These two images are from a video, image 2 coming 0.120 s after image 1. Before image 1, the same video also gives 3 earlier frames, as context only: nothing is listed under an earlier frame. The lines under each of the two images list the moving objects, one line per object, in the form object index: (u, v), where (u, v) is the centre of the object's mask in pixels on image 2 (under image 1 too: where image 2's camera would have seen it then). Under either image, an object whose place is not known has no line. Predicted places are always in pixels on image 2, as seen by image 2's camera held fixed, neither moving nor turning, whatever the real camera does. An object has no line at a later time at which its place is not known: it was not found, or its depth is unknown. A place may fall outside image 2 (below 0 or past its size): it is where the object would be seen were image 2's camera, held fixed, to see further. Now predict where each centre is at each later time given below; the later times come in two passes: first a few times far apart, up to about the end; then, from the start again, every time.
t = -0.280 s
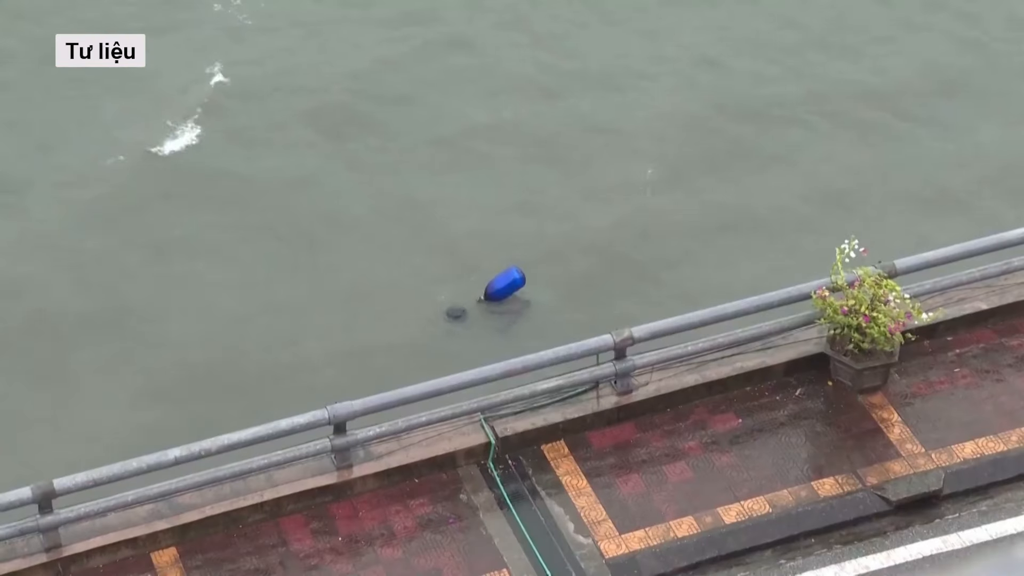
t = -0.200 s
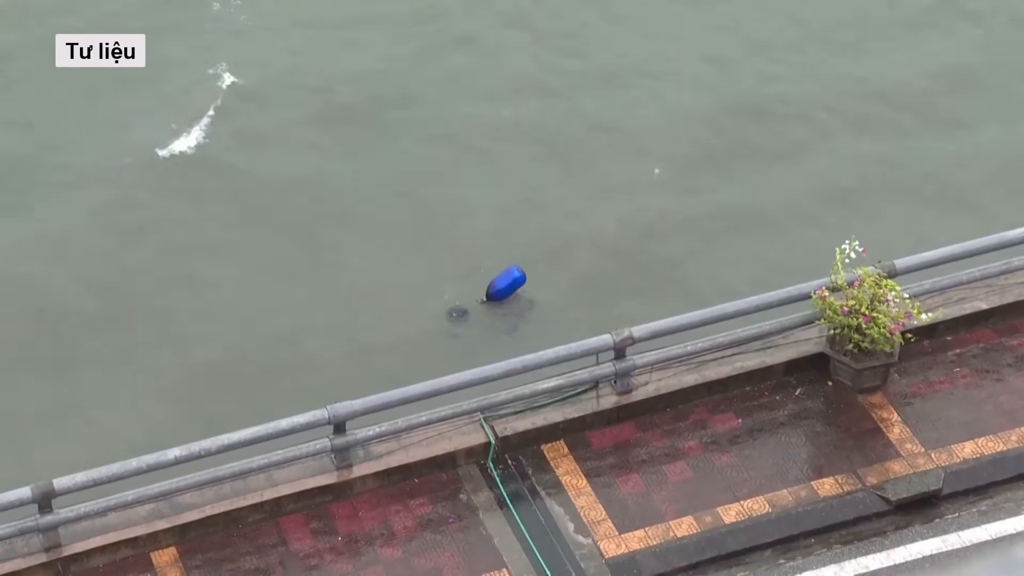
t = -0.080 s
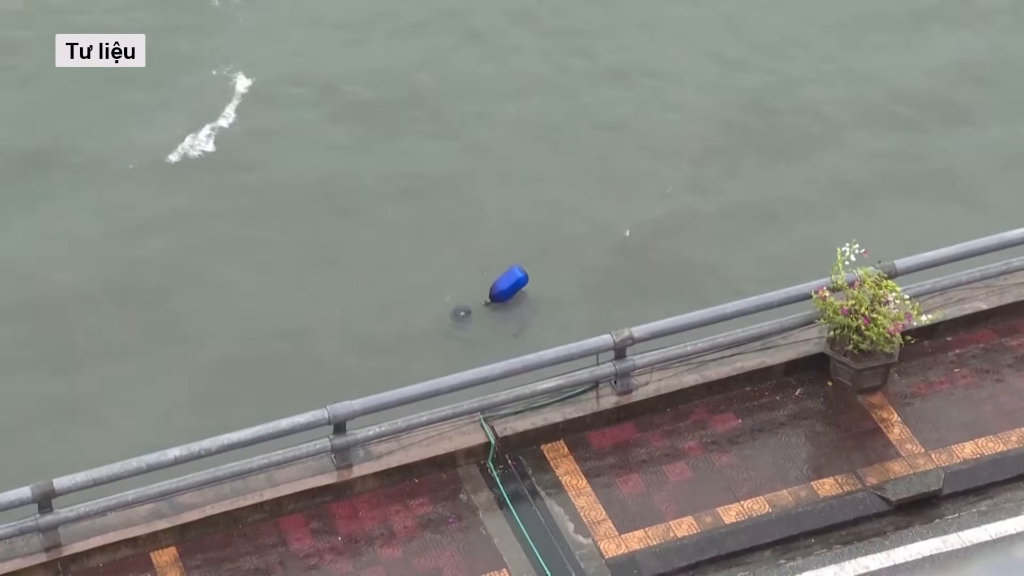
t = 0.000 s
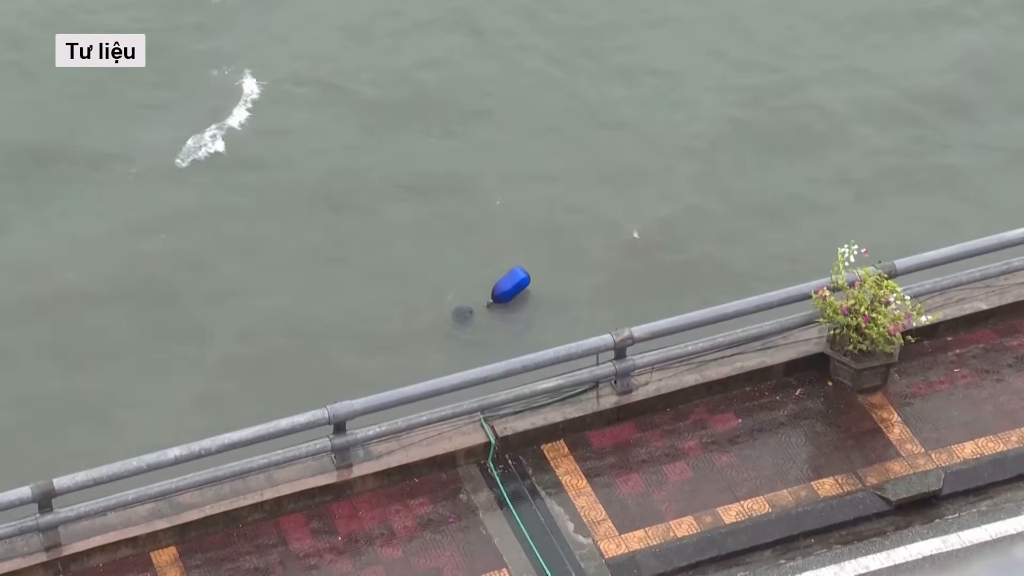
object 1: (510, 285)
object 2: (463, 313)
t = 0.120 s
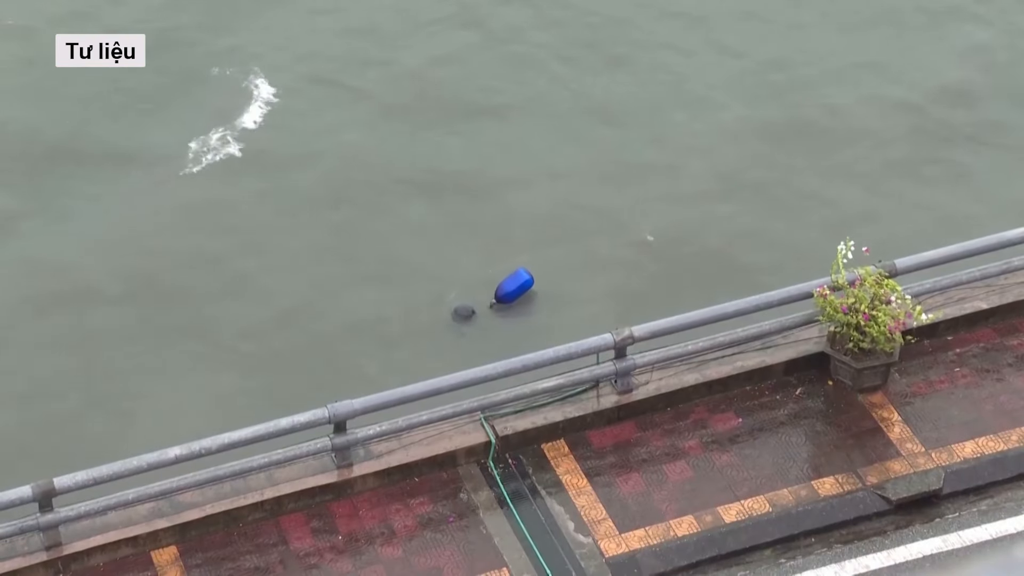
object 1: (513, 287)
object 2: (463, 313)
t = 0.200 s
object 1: (514, 288)
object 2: (463, 313)
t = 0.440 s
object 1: (515, 289)
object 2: (456, 313)
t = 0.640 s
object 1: (509, 290)
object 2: (448, 312)
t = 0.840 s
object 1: (501, 290)
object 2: (445, 310)
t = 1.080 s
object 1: (495, 282)
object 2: (447, 307)
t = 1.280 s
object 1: (491, 276)
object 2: (453, 308)
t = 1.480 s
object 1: (490, 273)
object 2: (459, 311)
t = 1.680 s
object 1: (493, 275)
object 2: (463, 313)
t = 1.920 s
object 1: (498, 278)
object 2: (462, 316)
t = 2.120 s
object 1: (503, 281)
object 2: (457, 315)
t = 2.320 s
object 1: (506, 288)
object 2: (451, 314)
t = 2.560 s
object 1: (506, 296)
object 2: (448, 312)
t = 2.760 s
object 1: (504, 296)
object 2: (446, 312)
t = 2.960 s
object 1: (503, 293)
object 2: (448, 310)
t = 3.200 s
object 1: (504, 290)
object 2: (453, 310)
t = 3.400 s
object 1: (505, 285)
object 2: (458, 314)
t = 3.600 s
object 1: (504, 281)
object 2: (457, 315)
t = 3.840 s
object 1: (505, 284)
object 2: (454, 315)
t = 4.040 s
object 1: (511, 294)
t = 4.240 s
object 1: (509, 303)
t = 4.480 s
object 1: (502, 296)
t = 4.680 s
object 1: (502, 280)
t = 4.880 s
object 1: (495, 273)
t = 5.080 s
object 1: (493, 281)
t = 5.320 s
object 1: (497, 295)
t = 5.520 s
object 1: (503, 304)
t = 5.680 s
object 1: (508, 308)
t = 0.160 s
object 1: (514, 287)
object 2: (463, 313)
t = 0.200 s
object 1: (514, 288)
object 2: (463, 313)
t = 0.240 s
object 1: (515, 288)
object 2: (463, 313)
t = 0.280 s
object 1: (515, 288)
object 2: (461, 313)
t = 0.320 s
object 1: (516, 288)
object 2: (460, 314)
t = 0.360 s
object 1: (516, 289)
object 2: (459, 314)
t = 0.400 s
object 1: (515, 289)
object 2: (457, 314)
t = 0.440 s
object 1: (515, 289)
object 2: (456, 313)
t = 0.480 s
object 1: (514, 289)
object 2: (454, 313)
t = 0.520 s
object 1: (513, 289)
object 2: (453, 313)
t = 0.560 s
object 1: (512, 290)
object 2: (451, 313)
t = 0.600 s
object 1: (511, 290)
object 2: (450, 313)
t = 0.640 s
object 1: (509, 290)
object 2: (448, 312)
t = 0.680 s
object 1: (508, 291)
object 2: (447, 312)
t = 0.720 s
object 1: (506, 291)
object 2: (446, 312)
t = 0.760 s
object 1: (504, 290)
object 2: (445, 311)
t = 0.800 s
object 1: (503, 290)
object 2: (445, 311)
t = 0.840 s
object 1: (501, 290)
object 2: (445, 310)
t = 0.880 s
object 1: (500, 289)
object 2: (445, 309)
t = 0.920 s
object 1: (499, 288)
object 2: (445, 308)
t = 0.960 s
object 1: (498, 287)
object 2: (446, 307)
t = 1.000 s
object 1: (497, 285)
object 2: (446, 307)
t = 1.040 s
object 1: (496, 284)
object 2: (447, 307)
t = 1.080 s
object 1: (495, 282)
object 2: (447, 307)
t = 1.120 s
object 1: (494, 280)
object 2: (448, 307)
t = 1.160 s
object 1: (493, 279)
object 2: (449, 307)
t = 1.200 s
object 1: (492, 278)
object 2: (450, 307)
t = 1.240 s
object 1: (491, 277)
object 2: (451, 307)
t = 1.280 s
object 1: (491, 276)
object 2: (453, 308)
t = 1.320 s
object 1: (491, 275)
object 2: (454, 309)
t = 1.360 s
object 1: (490, 274)
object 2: (455, 310)
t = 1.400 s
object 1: (490, 274)
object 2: (456, 310)
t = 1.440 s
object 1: (490, 273)
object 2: (458, 311)
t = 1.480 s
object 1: (490, 273)
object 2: (459, 311)
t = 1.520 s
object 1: (491, 274)
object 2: (460, 311)
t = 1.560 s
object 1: (491, 274)
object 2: (461, 312)
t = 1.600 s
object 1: (491, 274)
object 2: (462, 312)
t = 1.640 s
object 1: (492, 275)
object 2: (462, 313)
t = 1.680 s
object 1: (493, 275)
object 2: (463, 313)
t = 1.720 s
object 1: (493, 276)
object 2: (464, 315)
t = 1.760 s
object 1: (494, 276)
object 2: (465, 315)
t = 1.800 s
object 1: (495, 276)
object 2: (464, 315)
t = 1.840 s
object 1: (497, 277)
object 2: (464, 316)
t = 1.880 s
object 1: (497, 277)
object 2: (462, 316)
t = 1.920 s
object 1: (498, 278)
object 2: (462, 316)
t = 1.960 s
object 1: (499, 278)
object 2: (462, 316)
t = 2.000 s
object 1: (501, 279)
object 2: (462, 315)
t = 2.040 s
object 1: (501, 280)
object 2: (461, 315)
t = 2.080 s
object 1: (502, 280)
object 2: (458, 315)
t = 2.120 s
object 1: (503, 281)
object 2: (457, 315)
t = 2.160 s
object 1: (504, 282)
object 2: (455, 315)
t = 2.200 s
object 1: (505, 284)
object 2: (453, 314)
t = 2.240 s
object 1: (505, 286)
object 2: (452, 314)
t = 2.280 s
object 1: (506, 286)
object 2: (451, 313)
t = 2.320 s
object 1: (506, 288)
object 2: (451, 314)
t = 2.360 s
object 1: (506, 290)
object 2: (450, 314)
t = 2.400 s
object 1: (506, 292)
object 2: (449, 314)
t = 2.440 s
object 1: (506, 293)
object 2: (449, 313)
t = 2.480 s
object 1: (506, 294)
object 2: (448, 312)
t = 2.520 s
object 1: (507, 294)
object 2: (448, 315)
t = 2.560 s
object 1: (506, 296)
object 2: (448, 312)
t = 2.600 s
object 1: (506, 296)
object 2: (448, 312)
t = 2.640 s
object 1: (505, 296)
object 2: (447, 312)
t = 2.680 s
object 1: (505, 297)
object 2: (447, 312)
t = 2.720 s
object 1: (505, 296)
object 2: (446, 312)
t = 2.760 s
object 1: (504, 296)
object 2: (446, 312)
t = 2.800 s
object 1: (504, 296)
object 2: (447, 312)
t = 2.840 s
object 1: (503, 295)
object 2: (447, 311)
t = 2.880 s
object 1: (503, 294)
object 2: (447, 311)
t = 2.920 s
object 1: (503, 294)
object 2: (448, 311)
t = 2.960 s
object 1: (503, 293)
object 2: (448, 310)
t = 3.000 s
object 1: (502, 292)
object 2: (450, 309)
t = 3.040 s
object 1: (502, 292)
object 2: (450, 309)
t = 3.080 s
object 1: (502, 292)
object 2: (450, 309)
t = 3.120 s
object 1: (503, 291)
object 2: (451, 309)
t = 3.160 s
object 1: (503, 290)
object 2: (452, 310)
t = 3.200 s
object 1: (504, 290)
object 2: (453, 310)
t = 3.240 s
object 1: (504, 289)
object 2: (454, 311)
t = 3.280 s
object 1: (504, 288)
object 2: (455, 313)
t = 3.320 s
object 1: (504, 287)
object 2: (456, 313)
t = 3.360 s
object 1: (505, 286)
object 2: (457, 313)
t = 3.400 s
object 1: (505, 285)
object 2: (458, 314)
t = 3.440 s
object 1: (505, 284)
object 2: (458, 314)
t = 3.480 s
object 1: (505, 283)
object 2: (458, 315)
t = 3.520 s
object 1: (505, 282)
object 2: (458, 316)
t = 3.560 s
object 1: (505, 281)
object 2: (457, 315)
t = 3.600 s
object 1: (504, 281)
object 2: (457, 315)
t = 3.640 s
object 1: (504, 281)
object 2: (458, 315)
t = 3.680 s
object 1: (504, 282)
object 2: (457, 315)
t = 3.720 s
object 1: (504, 282)
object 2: (457, 316)
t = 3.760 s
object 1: (504, 282)
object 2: (456, 316)
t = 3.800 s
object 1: (504, 283)
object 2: (455, 316)
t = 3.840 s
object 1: (505, 284)
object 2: (454, 315)
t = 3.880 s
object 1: (506, 286)
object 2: (452, 315)
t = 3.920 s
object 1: (507, 287)
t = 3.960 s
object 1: (508, 290)
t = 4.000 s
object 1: (509, 292)
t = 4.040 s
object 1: (511, 294)
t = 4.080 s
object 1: (511, 297)
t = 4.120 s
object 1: (512, 299)
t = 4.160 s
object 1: (511, 301)
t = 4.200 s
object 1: (510, 302)
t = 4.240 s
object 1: (509, 303)
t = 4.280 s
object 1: (508, 303)
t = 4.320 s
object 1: (506, 302)
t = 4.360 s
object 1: (504, 302)
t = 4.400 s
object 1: (503, 300)
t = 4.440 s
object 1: (502, 299)
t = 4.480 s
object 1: (502, 296)
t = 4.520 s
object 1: (502, 293)
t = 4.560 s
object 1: (502, 290)
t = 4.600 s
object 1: (502, 287)
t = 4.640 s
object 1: (502, 284)
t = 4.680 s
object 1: (502, 280)
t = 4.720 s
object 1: (502, 276)
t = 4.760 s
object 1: (501, 274)
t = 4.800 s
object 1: (499, 273)
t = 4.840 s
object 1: (497, 273)
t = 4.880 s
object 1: (495, 273)
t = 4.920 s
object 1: (495, 274)
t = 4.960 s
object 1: (494, 276)
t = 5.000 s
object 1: (495, 277)
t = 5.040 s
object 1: (494, 278)
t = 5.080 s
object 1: (493, 281)
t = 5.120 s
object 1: (493, 282)
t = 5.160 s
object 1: (493, 285)
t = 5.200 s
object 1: (494, 288)
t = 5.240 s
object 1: (495, 290)
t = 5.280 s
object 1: (496, 293)
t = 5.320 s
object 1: (497, 295)
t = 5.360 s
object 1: (498, 297)
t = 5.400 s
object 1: (499, 299)
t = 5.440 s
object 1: (500, 300)
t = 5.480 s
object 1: (502, 302)
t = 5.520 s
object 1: (503, 304)
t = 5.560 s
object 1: (505, 305)
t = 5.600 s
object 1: (507, 305)
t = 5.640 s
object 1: (507, 307)
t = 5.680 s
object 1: (508, 308)
